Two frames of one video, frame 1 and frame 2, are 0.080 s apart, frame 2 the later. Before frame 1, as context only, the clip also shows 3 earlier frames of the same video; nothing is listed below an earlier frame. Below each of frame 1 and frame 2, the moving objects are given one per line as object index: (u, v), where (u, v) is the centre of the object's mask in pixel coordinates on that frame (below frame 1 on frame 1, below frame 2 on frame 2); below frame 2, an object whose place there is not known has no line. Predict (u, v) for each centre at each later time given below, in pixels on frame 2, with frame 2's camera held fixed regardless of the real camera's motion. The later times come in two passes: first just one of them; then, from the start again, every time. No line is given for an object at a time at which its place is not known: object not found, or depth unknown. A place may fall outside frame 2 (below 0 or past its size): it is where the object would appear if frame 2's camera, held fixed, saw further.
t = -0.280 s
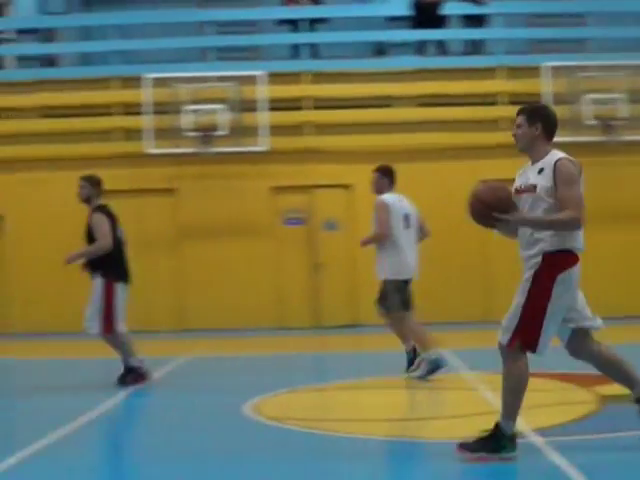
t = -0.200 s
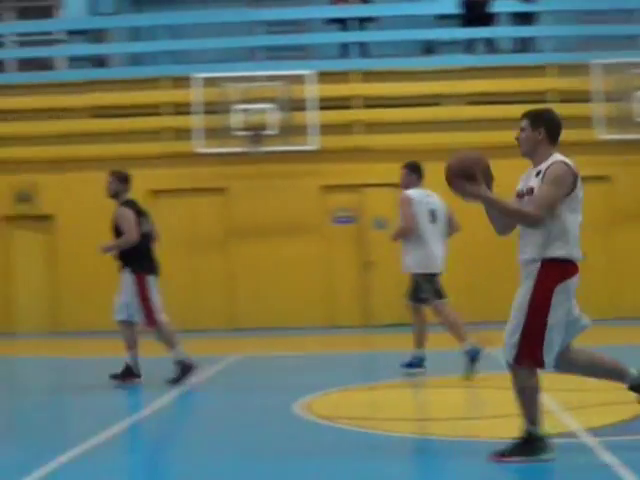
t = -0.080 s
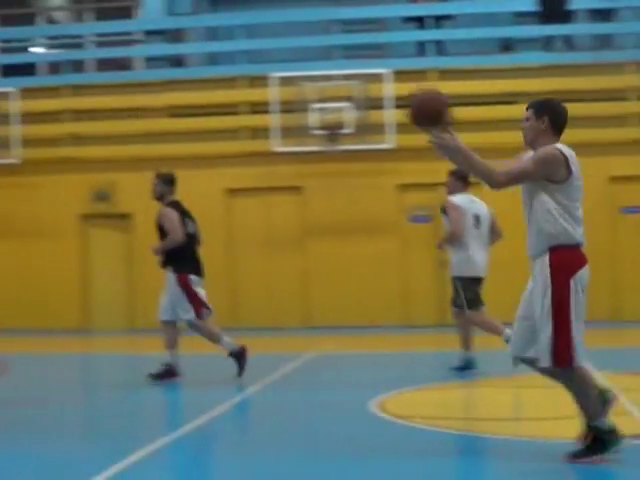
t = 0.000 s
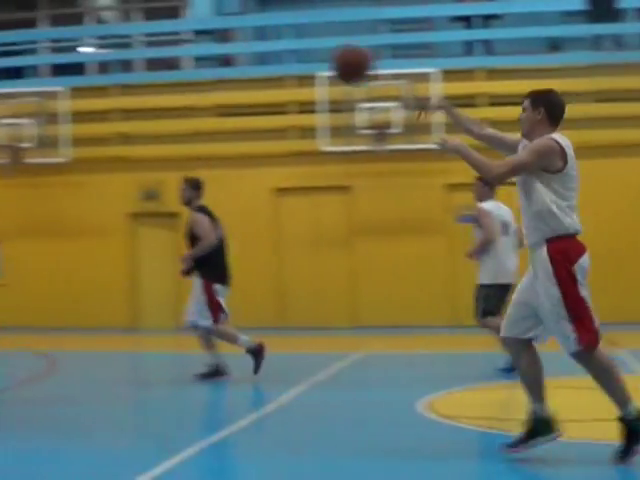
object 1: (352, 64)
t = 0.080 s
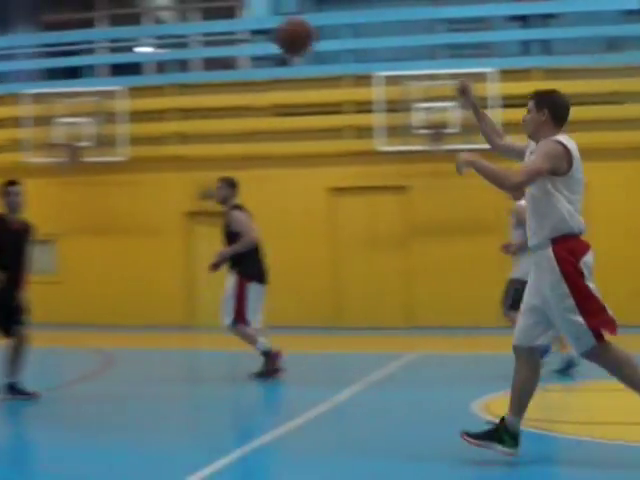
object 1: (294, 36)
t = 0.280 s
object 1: (66, 18)
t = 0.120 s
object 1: (242, 28)
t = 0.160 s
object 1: (192, 22)
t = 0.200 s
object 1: (148, 18)
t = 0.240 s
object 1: (106, 17)
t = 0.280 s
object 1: (66, 18)
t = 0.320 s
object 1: (29, 21)
